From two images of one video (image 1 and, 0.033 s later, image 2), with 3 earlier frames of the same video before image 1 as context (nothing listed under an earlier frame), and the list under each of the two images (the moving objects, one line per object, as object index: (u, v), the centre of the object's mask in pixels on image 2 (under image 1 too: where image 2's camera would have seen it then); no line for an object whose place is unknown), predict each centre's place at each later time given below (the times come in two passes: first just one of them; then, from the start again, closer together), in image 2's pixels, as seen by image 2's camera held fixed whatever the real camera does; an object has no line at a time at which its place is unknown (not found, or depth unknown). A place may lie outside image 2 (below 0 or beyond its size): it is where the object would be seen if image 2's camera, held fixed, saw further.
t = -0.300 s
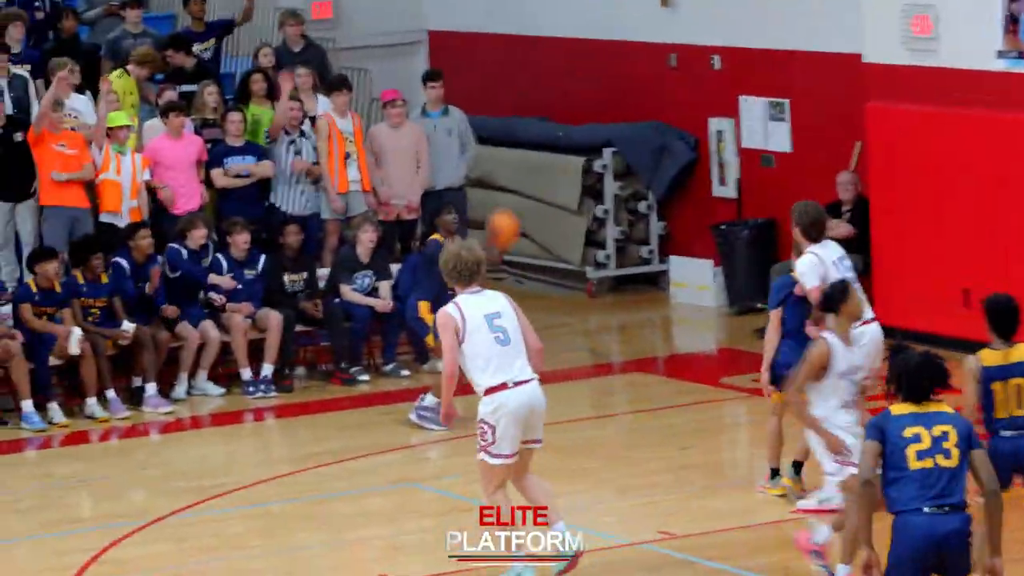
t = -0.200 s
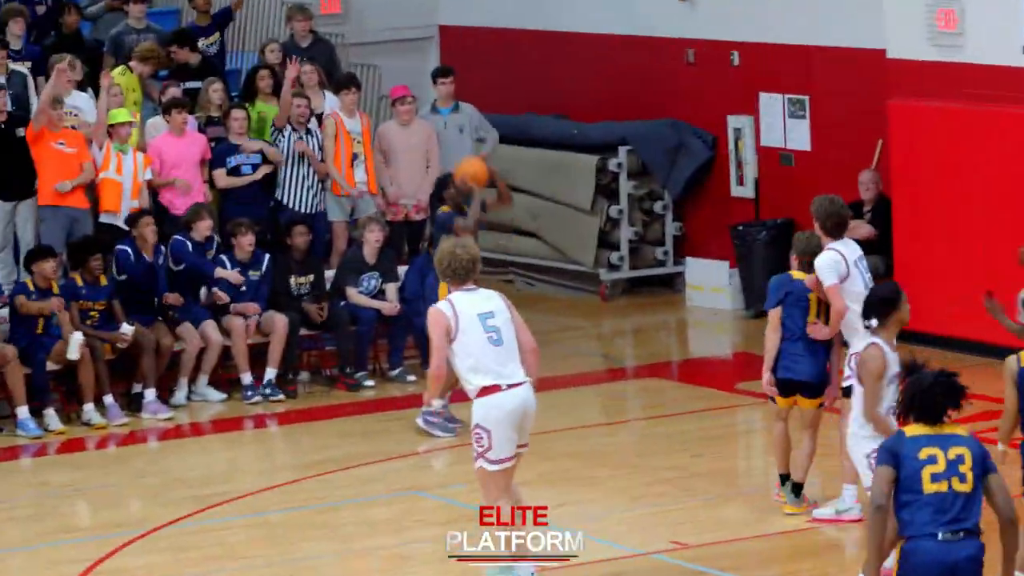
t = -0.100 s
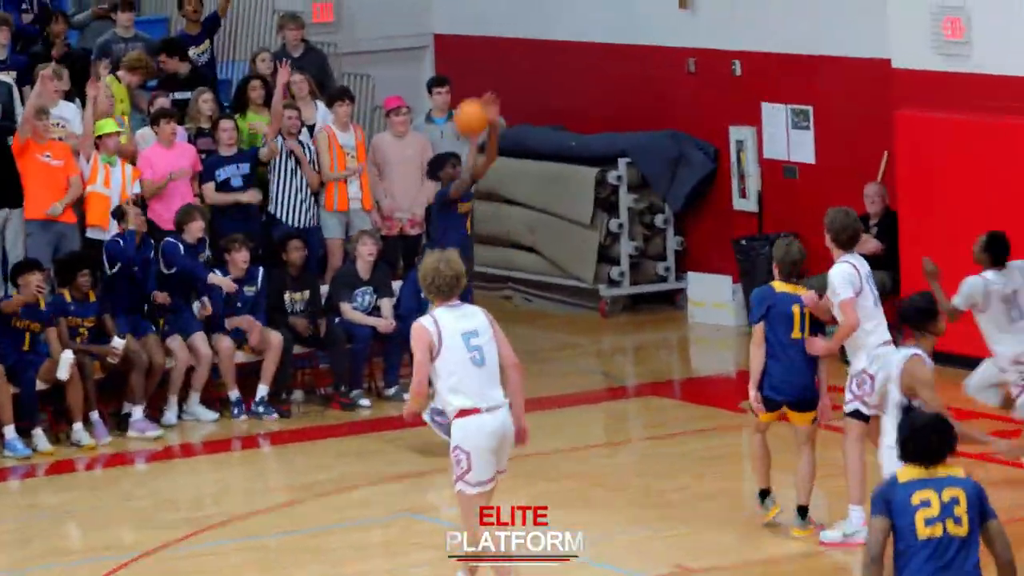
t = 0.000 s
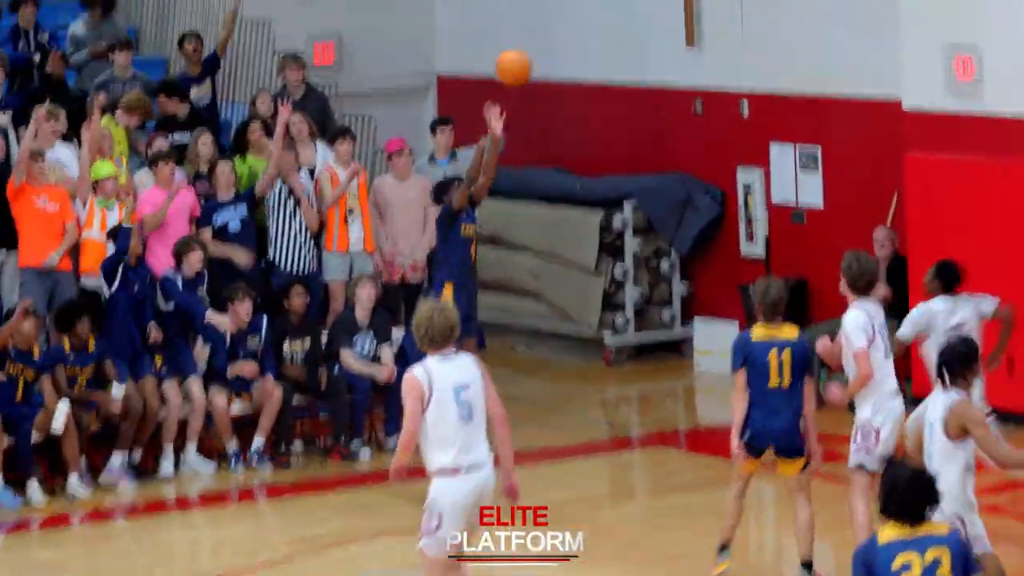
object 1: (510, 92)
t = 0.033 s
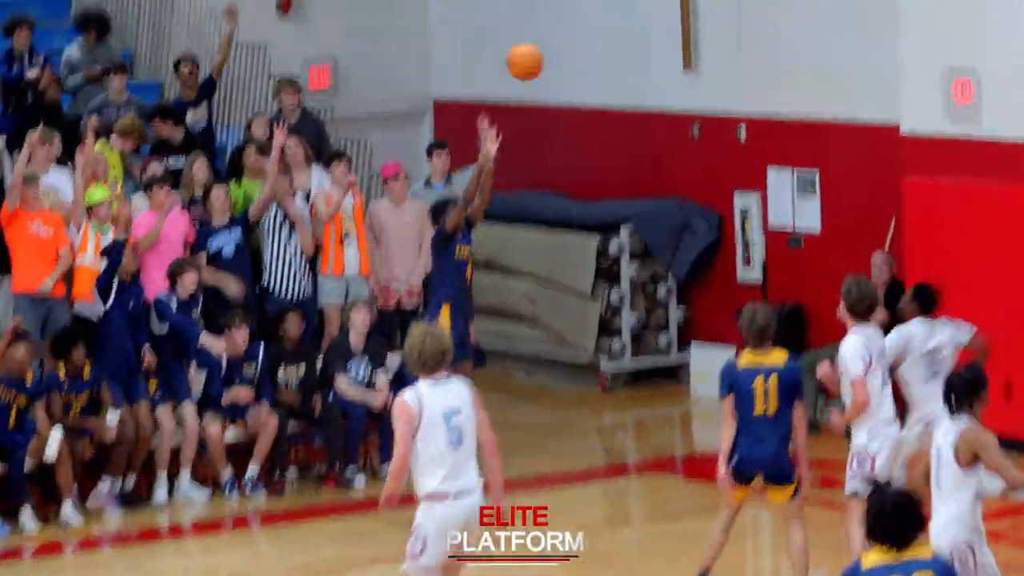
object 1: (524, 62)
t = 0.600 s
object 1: (830, -210)
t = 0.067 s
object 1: (540, 33)
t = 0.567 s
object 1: (810, -208)
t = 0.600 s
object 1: (830, -210)
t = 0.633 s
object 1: (850, -213)
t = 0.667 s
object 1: (872, -214)
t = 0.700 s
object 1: (892, -210)
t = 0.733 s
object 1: (913, -203)
